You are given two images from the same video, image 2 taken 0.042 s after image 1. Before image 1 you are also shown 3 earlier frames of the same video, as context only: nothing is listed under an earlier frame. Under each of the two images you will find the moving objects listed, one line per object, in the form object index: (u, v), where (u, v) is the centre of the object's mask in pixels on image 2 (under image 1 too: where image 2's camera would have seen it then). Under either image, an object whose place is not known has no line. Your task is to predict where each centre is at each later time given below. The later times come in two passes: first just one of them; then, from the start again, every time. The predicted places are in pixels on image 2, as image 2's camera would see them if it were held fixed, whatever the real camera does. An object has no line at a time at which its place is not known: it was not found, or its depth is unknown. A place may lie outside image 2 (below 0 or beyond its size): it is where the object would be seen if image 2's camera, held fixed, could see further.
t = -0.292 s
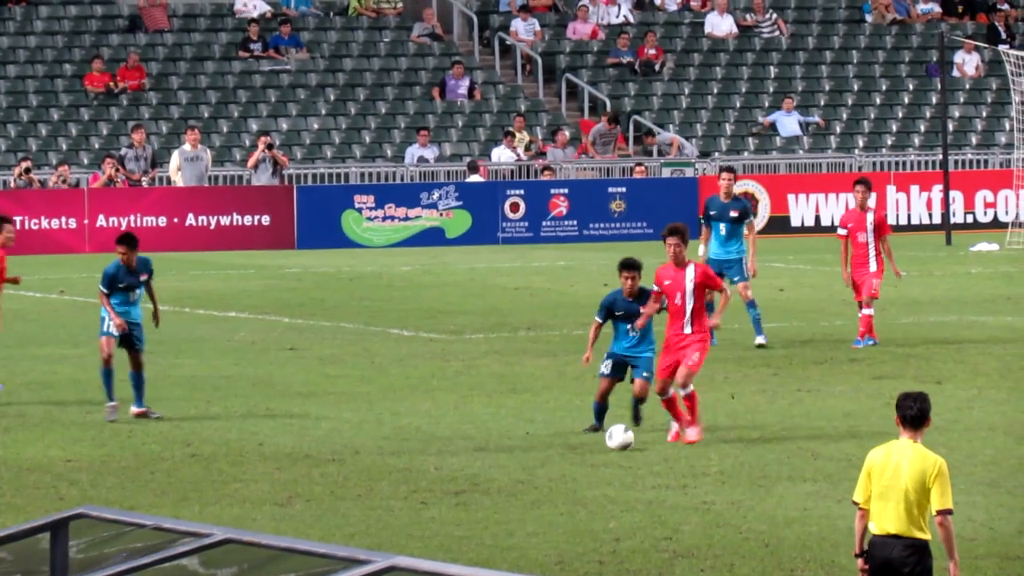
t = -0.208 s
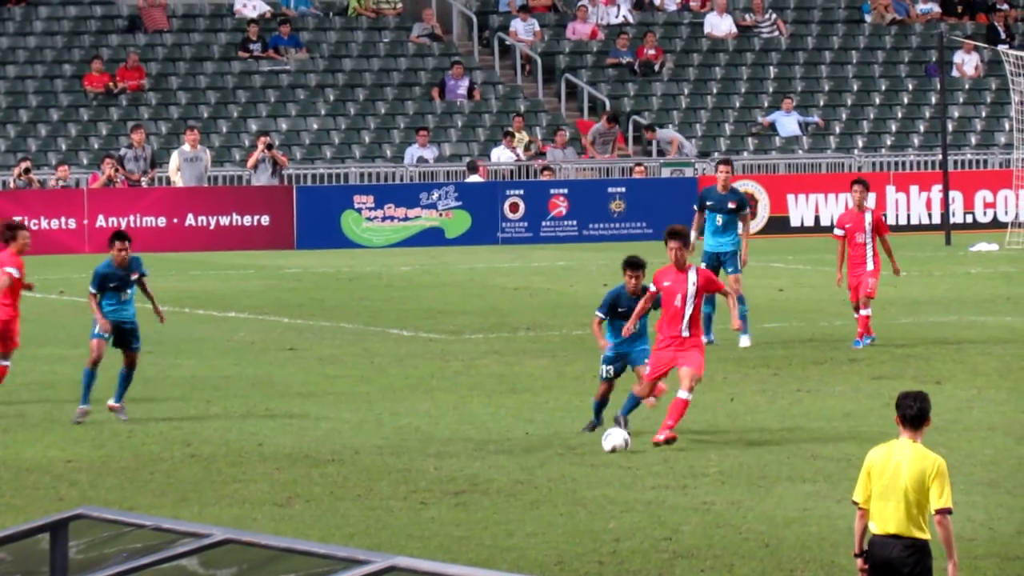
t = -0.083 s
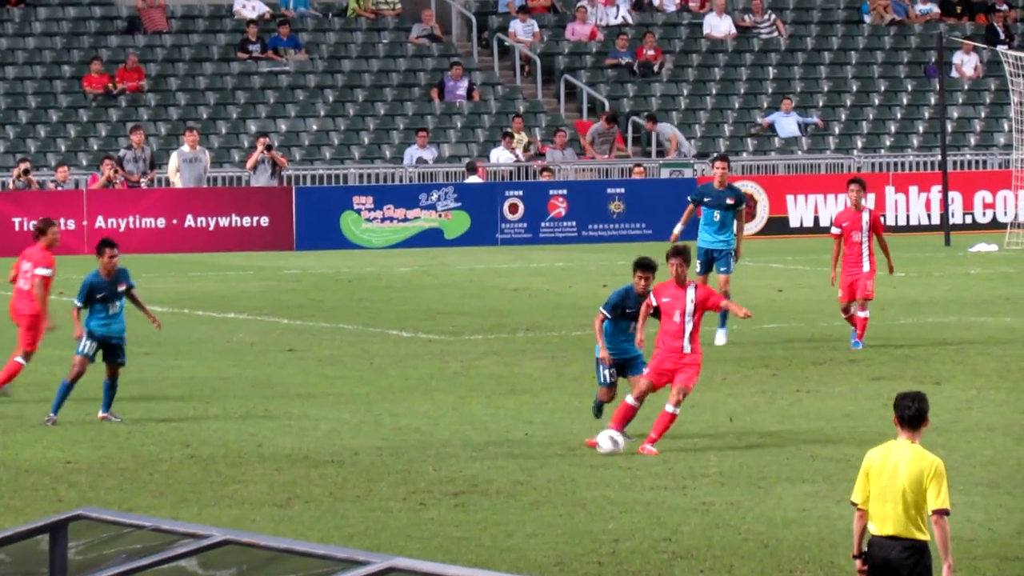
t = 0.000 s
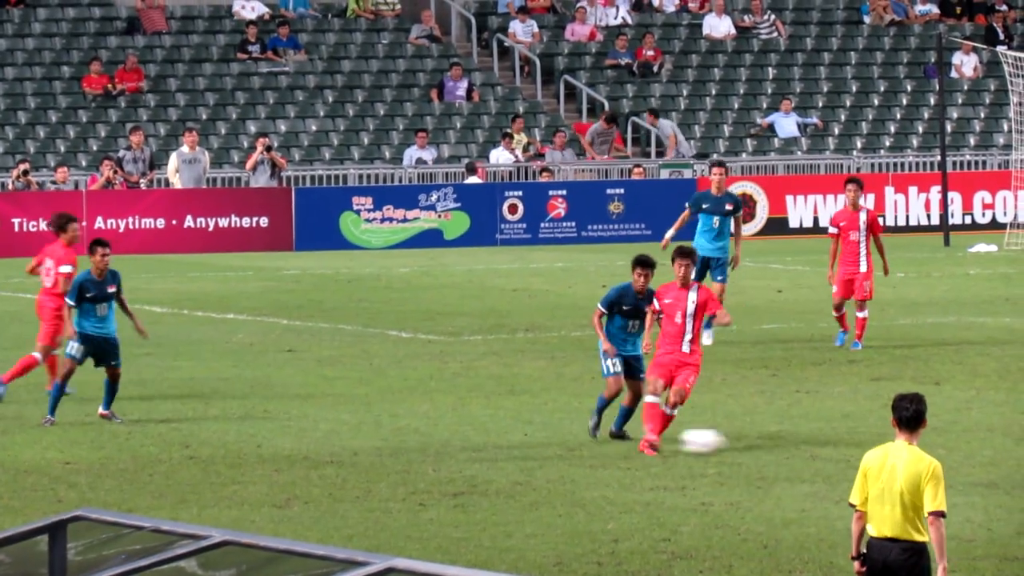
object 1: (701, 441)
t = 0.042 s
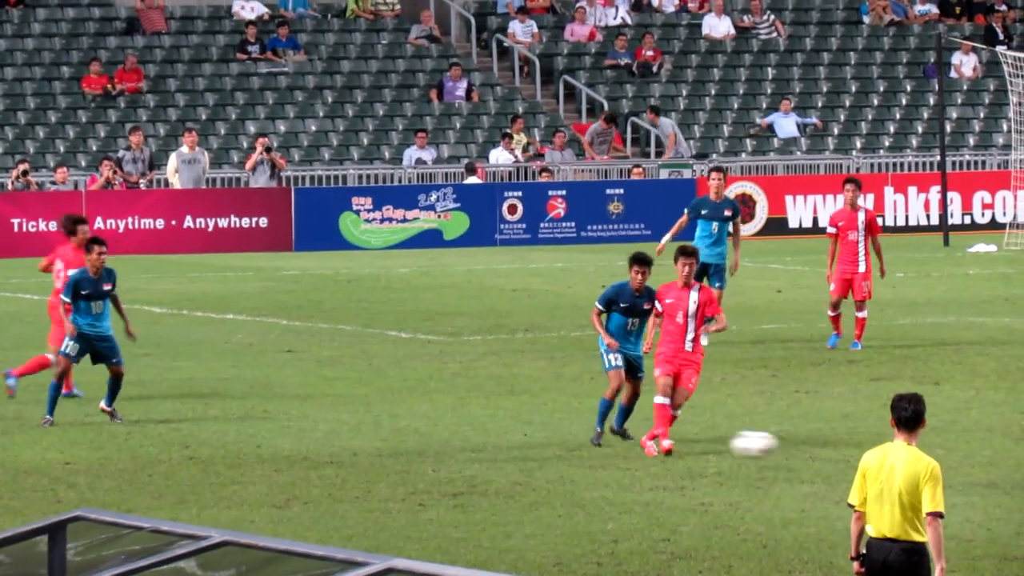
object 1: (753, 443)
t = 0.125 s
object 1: (853, 452)
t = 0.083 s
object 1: (807, 448)
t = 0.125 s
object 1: (853, 452)
